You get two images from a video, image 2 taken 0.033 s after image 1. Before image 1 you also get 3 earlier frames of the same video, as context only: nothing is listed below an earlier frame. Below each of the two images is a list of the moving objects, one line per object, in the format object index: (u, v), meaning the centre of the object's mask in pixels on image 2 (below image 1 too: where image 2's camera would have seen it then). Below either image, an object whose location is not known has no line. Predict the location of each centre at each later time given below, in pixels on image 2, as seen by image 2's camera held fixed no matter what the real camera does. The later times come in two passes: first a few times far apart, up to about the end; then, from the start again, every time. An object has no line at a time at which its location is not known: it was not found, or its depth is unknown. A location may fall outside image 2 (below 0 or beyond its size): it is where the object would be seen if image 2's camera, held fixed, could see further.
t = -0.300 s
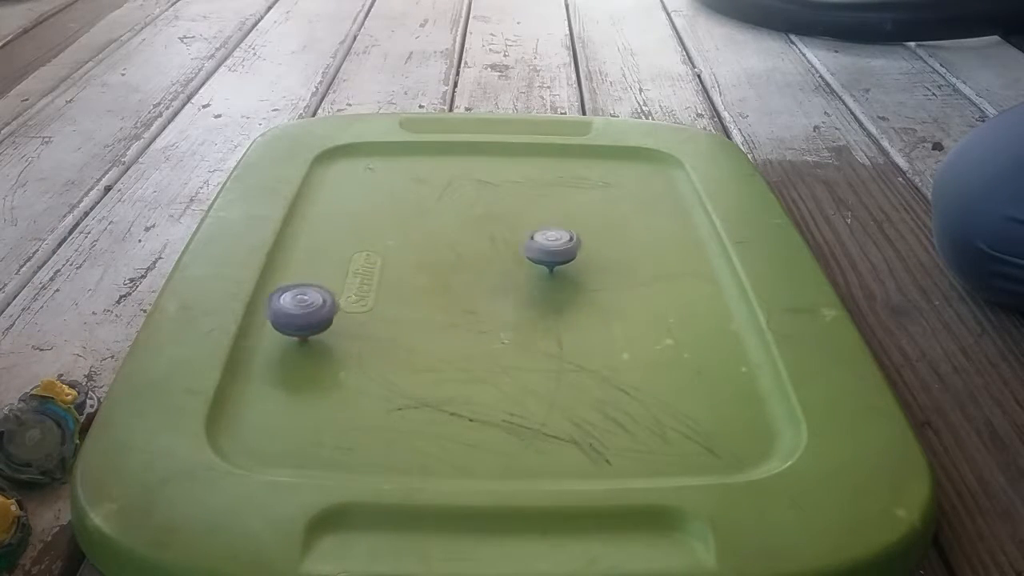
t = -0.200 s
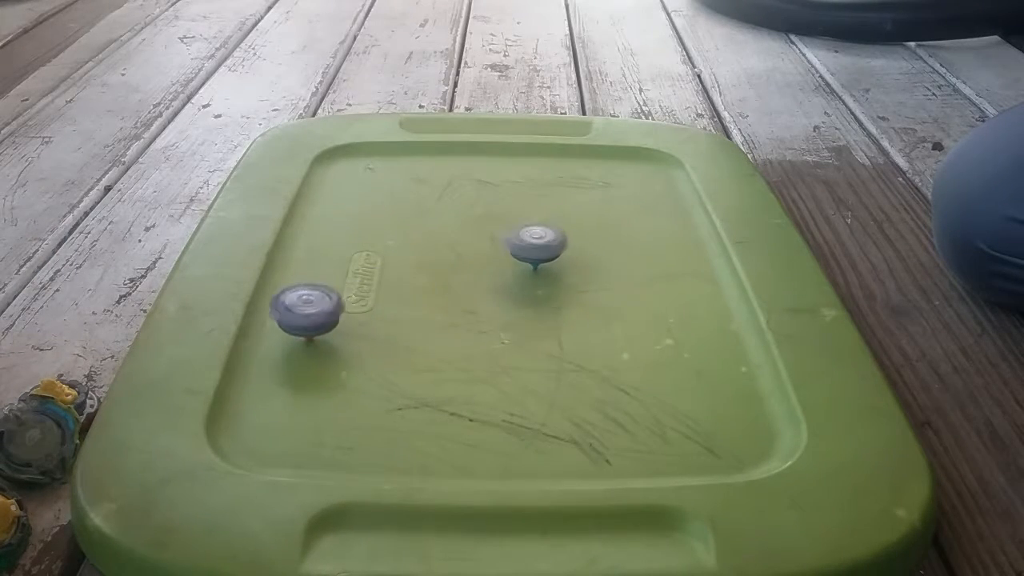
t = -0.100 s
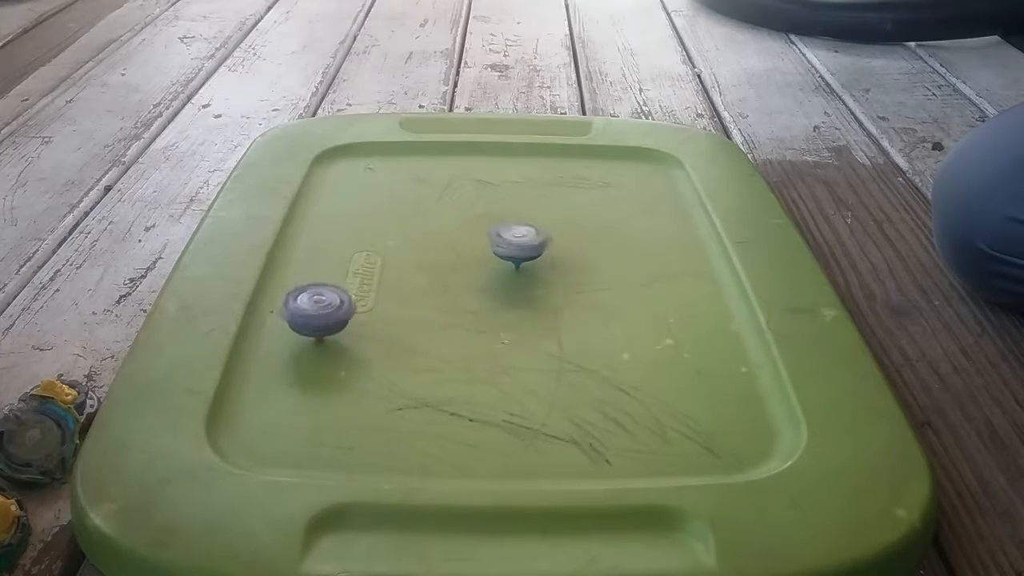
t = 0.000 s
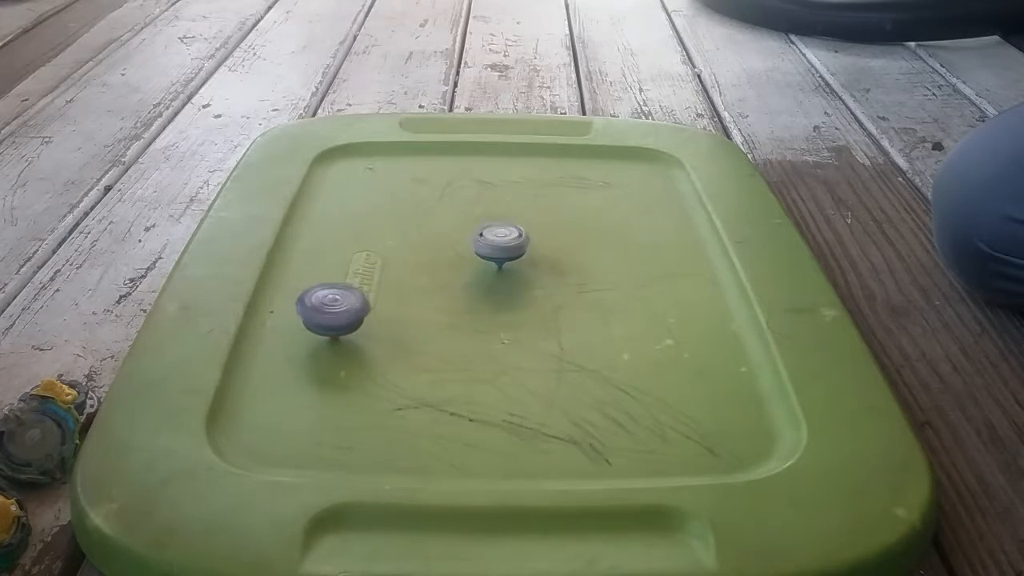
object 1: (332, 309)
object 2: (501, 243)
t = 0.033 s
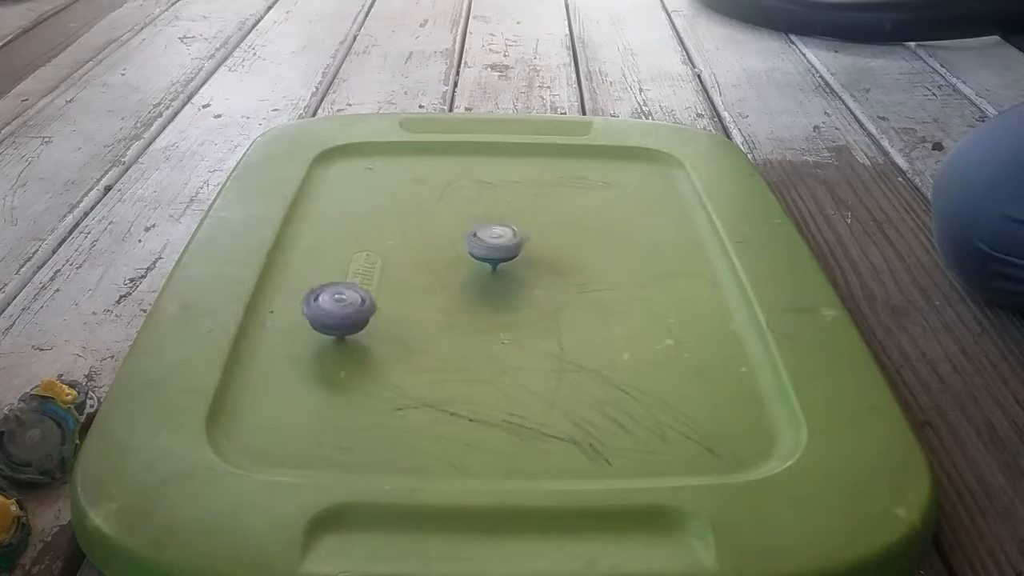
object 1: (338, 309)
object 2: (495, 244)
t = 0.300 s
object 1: (406, 307)
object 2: (458, 253)
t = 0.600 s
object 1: (505, 299)
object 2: (450, 270)
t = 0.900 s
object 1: (590, 276)
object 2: (484, 286)
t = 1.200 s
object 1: (639, 249)
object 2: (533, 287)
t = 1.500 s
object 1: (646, 231)
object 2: (562, 272)
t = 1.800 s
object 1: (607, 226)
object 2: (553, 258)
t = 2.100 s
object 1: (573, 217)
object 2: (492, 263)
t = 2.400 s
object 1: (535, 215)
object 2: (443, 257)
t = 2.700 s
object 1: (500, 235)
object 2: (425, 240)
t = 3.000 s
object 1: (563, 259)
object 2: (406, 230)
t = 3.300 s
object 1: (594, 283)
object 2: (434, 232)
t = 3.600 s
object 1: (587, 310)
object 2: (465, 254)
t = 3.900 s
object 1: (548, 328)
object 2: (470, 281)
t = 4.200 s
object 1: (499, 327)
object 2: (443, 296)
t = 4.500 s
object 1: (497, 331)
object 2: (420, 281)
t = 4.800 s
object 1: (514, 318)
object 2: (455, 268)
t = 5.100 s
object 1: (548, 302)
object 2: (493, 275)
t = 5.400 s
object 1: (612, 305)
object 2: (518, 283)
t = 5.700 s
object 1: (639, 297)
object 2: (532, 280)
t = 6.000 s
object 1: (607, 284)
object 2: (538, 273)
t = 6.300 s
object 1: (610, 295)
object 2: (528, 254)
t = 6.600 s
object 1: (590, 305)
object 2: (549, 257)
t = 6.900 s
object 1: (551, 300)
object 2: (531, 264)
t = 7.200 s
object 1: (511, 293)
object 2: (526, 254)
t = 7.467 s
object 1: (476, 278)
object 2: (530, 265)
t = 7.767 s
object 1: (445, 259)
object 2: (572, 311)
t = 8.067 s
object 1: (460, 241)
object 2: (585, 292)
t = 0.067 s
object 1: (345, 309)
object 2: (489, 244)
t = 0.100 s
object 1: (352, 308)
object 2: (484, 245)
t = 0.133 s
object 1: (361, 308)
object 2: (479, 247)
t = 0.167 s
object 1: (369, 308)
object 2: (473, 248)
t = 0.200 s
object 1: (378, 307)
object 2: (469, 248)
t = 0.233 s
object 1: (387, 307)
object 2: (465, 250)
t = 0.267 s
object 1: (397, 306)
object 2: (462, 252)
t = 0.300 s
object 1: (406, 307)
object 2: (458, 253)
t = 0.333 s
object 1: (417, 306)
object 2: (455, 254)
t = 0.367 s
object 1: (427, 305)
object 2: (452, 256)
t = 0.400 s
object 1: (437, 305)
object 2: (450, 257)
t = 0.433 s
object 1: (448, 304)
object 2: (449, 259)
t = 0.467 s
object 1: (459, 304)
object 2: (449, 260)
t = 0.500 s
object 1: (469, 303)
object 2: (448, 262)
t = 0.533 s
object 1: (482, 302)
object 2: (447, 265)
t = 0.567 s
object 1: (493, 300)
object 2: (449, 268)
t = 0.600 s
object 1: (505, 299)
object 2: (450, 270)
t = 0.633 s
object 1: (515, 297)
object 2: (451, 274)
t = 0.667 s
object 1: (526, 295)
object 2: (454, 276)
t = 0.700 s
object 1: (537, 293)
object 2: (457, 277)
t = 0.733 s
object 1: (546, 290)
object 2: (462, 279)
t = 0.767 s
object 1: (557, 288)
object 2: (465, 281)
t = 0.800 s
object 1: (566, 285)
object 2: (470, 282)
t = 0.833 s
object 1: (574, 282)
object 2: (474, 283)
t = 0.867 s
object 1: (583, 279)
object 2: (478, 285)
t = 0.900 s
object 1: (590, 276)
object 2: (484, 286)
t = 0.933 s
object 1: (597, 272)
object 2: (489, 287)
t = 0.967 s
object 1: (604, 269)
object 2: (496, 287)
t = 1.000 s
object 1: (611, 266)
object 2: (501, 288)
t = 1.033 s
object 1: (616, 263)
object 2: (507, 288)
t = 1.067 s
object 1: (621, 260)
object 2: (511, 287)
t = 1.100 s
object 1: (626, 257)
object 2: (517, 288)
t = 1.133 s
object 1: (631, 255)
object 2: (522, 287)
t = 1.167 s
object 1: (635, 252)
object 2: (527, 288)
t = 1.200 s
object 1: (639, 249)
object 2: (533, 287)
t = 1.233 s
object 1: (643, 247)
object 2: (538, 285)
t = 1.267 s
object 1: (646, 244)
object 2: (542, 284)
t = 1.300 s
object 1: (647, 242)
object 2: (547, 284)
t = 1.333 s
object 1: (648, 240)
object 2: (551, 282)
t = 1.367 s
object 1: (649, 238)
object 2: (554, 280)
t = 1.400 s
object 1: (650, 236)
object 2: (557, 279)
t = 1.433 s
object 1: (649, 234)
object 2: (559, 277)
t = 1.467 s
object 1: (648, 233)
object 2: (561, 275)
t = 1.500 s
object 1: (646, 231)
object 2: (562, 272)
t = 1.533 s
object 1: (645, 231)
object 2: (563, 271)
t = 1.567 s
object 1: (642, 230)
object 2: (563, 269)
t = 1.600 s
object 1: (639, 229)
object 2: (564, 267)
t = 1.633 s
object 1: (635, 228)
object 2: (562, 266)
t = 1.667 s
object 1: (631, 227)
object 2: (561, 264)
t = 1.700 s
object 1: (625, 227)
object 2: (561, 263)
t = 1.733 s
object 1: (620, 227)
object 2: (558, 261)
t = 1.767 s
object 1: (614, 226)
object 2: (556, 259)
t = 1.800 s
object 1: (607, 226)
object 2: (553, 258)
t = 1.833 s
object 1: (600, 227)
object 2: (549, 258)
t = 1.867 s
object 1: (594, 227)
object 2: (547, 256)
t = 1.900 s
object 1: (586, 227)
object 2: (543, 256)
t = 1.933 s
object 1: (580, 227)
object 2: (536, 254)
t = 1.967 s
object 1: (581, 225)
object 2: (522, 258)
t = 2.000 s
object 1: (580, 223)
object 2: (511, 260)
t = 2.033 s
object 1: (578, 221)
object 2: (505, 261)
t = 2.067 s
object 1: (575, 219)
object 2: (498, 262)
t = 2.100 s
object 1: (573, 217)
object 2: (492, 263)
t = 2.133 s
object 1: (569, 215)
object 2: (484, 262)
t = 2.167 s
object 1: (566, 214)
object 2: (479, 262)
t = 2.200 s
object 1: (562, 214)
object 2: (473, 263)
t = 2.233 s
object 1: (558, 213)
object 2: (466, 262)
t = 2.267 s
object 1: (554, 213)
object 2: (460, 262)
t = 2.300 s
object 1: (550, 213)
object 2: (455, 261)
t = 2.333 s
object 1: (545, 214)
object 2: (448, 259)
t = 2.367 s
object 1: (540, 214)
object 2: (443, 258)
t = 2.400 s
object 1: (535, 215)
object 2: (443, 257)
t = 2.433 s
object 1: (530, 216)
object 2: (440, 256)
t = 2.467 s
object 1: (525, 218)
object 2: (438, 254)
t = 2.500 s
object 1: (519, 220)
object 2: (435, 253)
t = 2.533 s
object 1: (515, 223)
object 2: (435, 250)
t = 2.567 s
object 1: (509, 225)
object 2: (433, 249)
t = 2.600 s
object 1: (505, 228)
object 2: (432, 247)
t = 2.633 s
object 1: (500, 231)
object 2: (431, 245)
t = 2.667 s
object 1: (496, 233)
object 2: (433, 243)
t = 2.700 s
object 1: (500, 235)
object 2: (425, 240)
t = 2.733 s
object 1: (513, 240)
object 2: (415, 239)
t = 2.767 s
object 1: (522, 243)
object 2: (410, 238)
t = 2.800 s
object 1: (528, 246)
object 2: (407, 236)
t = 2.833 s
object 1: (534, 248)
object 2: (405, 235)
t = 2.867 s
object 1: (540, 250)
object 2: (405, 233)
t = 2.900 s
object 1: (546, 252)
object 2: (404, 232)
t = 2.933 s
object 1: (552, 254)
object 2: (404, 231)
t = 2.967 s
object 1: (558, 257)
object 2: (405, 230)
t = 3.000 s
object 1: (563, 259)
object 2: (406, 230)
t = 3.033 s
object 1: (568, 261)
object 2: (407, 229)
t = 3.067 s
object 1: (573, 263)
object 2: (411, 228)
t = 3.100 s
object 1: (578, 266)
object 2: (412, 228)
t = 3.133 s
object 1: (582, 268)
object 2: (416, 228)
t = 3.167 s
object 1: (585, 271)
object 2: (419, 228)
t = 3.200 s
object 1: (588, 274)
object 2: (422, 228)
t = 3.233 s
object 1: (591, 277)
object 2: (425, 229)
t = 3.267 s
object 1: (592, 280)
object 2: (431, 231)
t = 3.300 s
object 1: (594, 283)
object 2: (434, 232)
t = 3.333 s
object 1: (595, 286)
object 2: (438, 233)
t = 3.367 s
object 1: (596, 290)
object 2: (444, 235)
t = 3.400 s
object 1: (596, 293)
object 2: (447, 238)
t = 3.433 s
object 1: (596, 296)
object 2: (450, 239)
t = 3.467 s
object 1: (595, 299)
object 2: (455, 242)
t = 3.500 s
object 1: (594, 301)
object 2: (457, 245)
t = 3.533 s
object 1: (592, 304)
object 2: (460, 247)
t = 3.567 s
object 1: (589, 307)
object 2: (464, 250)
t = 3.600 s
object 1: (587, 310)
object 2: (465, 254)
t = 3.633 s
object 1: (584, 313)
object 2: (467, 257)
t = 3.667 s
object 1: (581, 315)
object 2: (469, 259)
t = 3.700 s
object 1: (577, 317)
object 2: (469, 263)
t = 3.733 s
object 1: (573, 319)
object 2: (470, 266)
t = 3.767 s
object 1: (568, 321)
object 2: (471, 269)
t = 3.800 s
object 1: (563, 323)
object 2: (471, 272)
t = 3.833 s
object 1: (557, 325)
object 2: (471, 275)
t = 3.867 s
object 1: (553, 326)
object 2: (471, 278)
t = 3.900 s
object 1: (548, 328)
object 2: (470, 281)
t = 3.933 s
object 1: (543, 329)
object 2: (467, 283)
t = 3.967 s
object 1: (537, 329)
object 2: (466, 285)
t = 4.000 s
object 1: (532, 330)
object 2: (465, 288)
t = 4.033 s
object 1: (526, 330)
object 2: (461, 290)
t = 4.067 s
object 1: (520, 330)
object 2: (458, 292)
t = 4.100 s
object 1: (515, 330)
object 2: (456, 292)
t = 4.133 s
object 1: (509, 329)
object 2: (453, 294)
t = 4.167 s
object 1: (504, 328)
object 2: (448, 295)
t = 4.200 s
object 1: (499, 327)
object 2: (443, 296)
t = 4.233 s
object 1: (495, 326)
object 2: (441, 296)
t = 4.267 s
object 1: (490, 325)
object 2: (436, 296)
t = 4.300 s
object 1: (491, 327)
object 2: (430, 294)
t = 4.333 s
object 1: (491, 328)
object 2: (426, 292)
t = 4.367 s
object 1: (492, 329)
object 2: (424, 290)
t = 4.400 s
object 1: (493, 330)
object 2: (422, 288)
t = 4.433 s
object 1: (494, 330)
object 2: (421, 285)
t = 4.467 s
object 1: (496, 331)
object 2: (420, 283)
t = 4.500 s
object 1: (497, 331)
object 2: (420, 281)
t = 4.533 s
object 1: (498, 330)
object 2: (422, 278)
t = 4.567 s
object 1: (500, 330)
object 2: (425, 276)
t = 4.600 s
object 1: (502, 329)
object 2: (427, 273)
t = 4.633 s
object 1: (505, 328)
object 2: (430, 271)
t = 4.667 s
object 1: (506, 326)
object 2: (435, 270)
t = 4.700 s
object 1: (508, 324)
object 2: (441, 269)
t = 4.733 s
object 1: (509, 322)
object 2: (444, 269)
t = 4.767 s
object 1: (512, 320)
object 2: (450, 268)
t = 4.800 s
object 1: (514, 318)
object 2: (455, 268)
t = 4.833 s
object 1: (516, 315)
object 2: (462, 269)
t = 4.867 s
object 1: (517, 313)
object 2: (466, 270)
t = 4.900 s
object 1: (521, 312)
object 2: (471, 272)
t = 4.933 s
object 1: (523, 310)
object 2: (475, 272)
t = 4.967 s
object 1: (526, 307)
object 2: (480, 274)
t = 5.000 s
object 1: (529, 305)
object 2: (483, 276)
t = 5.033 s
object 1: (533, 303)
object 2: (486, 276)
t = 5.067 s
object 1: (539, 301)
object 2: (490, 275)
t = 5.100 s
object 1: (548, 302)
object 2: (493, 275)
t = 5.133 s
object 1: (555, 303)
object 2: (496, 276)
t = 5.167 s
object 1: (564, 304)
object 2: (499, 277)
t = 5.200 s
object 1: (572, 304)
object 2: (501, 279)
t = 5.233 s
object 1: (579, 304)
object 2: (505, 280)
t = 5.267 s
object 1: (586, 304)
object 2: (508, 280)
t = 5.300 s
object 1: (593, 305)
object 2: (511, 281)
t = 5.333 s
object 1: (599, 304)
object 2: (512, 282)
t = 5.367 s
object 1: (605, 305)
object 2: (514, 282)
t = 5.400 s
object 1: (612, 305)
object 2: (518, 283)
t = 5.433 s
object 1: (617, 305)
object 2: (518, 284)
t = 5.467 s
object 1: (621, 304)
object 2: (521, 283)
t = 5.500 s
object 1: (626, 304)
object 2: (522, 283)
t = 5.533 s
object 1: (631, 303)
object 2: (525, 284)
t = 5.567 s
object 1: (634, 302)
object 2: (527, 284)
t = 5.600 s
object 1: (637, 301)
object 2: (528, 283)
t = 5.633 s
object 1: (639, 299)
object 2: (530, 281)
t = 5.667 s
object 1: (639, 298)
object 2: (531, 281)
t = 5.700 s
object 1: (639, 297)
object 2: (532, 280)
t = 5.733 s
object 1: (637, 295)
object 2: (531, 279)
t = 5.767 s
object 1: (635, 293)
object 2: (535, 279)
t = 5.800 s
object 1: (633, 291)
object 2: (534, 280)
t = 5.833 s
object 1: (629, 290)
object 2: (534, 279)
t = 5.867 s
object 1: (624, 288)
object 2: (536, 277)
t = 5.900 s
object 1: (620, 287)
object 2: (537, 277)
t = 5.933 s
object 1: (615, 286)
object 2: (537, 275)
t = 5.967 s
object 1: (610, 285)
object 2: (540, 275)
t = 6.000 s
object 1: (607, 284)
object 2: (538, 273)
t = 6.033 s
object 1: (603, 283)
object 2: (538, 271)
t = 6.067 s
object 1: (602, 284)
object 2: (533, 268)
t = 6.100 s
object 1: (607, 285)
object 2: (529, 266)
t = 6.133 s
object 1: (608, 287)
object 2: (527, 264)
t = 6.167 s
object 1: (610, 288)
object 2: (528, 263)
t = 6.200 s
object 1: (611, 290)
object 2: (529, 261)
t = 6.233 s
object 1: (611, 291)
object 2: (528, 259)
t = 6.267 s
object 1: (611, 293)
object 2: (526, 256)
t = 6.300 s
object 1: (610, 295)
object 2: (528, 254)
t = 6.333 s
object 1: (610, 297)
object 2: (533, 253)
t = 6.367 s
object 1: (608, 298)
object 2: (535, 254)
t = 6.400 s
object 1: (606, 300)
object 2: (535, 253)
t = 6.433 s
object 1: (605, 301)
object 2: (537, 252)
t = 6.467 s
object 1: (603, 302)
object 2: (540, 252)
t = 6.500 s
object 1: (600, 303)
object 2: (546, 253)
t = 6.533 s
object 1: (596, 304)
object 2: (547, 255)
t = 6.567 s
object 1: (593, 305)
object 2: (548, 256)
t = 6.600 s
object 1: (590, 305)
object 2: (549, 257)
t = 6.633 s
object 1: (587, 306)
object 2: (550, 258)
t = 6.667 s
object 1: (582, 305)
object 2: (551, 260)
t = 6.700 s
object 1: (578, 306)
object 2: (549, 262)
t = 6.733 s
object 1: (574, 305)
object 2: (548, 263)
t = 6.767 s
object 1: (569, 304)
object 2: (545, 263)
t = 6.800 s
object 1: (565, 304)
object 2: (544, 264)
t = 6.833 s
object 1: (560, 302)
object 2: (539, 265)
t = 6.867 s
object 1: (556, 301)
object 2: (535, 265)
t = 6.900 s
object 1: (551, 300)
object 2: (531, 264)
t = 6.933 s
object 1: (547, 298)
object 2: (528, 264)
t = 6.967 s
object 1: (542, 296)
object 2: (526, 263)
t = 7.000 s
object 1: (537, 295)
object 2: (526, 261)
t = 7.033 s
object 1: (534, 295)
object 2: (524, 259)
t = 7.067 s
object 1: (528, 296)
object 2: (526, 257)
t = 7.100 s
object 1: (523, 294)
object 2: (527, 257)
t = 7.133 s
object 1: (518, 294)
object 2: (527, 256)
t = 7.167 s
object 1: (514, 293)
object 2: (527, 255)
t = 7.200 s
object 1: (511, 293)
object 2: (526, 254)
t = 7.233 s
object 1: (507, 290)
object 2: (528, 253)
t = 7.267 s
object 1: (503, 289)
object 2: (528, 254)
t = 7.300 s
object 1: (500, 286)
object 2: (528, 253)
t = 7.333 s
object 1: (497, 285)
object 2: (528, 255)
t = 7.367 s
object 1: (494, 282)
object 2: (529, 256)
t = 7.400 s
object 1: (487, 281)
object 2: (531, 259)
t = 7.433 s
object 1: (480, 280)
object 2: (530, 262)
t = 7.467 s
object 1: (476, 278)
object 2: (530, 265)
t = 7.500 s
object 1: (470, 277)
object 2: (527, 268)
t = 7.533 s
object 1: (466, 275)
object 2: (526, 272)
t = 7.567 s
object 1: (462, 273)
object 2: (525, 276)
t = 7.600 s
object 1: (457, 270)
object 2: (525, 280)
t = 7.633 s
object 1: (454, 269)
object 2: (528, 287)
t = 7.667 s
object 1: (451, 267)
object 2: (534, 294)
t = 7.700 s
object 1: (448, 263)
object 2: (543, 300)
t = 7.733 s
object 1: (446, 261)
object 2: (556, 307)
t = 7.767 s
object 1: (445, 259)
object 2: (572, 311)
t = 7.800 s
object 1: (445, 256)
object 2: (589, 314)
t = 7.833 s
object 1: (445, 254)
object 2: (605, 312)
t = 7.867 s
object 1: (446, 252)
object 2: (617, 307)
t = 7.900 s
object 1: (448, 250)
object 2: (624, 301)
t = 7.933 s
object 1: (448, 248)
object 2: (623, 298)
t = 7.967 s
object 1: (451, 246)
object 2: (618, 294)
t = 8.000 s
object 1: (453, 244)
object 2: (608, 289)
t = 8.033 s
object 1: (456, 242)
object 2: (596, 289)
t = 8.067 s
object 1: (460, 241)
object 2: (585, 292)
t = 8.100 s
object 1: (463, 240)
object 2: (577, 294)
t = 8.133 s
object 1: (467, 239)
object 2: (573, 298)
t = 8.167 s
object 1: (472, 239)
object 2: (573, 300)
